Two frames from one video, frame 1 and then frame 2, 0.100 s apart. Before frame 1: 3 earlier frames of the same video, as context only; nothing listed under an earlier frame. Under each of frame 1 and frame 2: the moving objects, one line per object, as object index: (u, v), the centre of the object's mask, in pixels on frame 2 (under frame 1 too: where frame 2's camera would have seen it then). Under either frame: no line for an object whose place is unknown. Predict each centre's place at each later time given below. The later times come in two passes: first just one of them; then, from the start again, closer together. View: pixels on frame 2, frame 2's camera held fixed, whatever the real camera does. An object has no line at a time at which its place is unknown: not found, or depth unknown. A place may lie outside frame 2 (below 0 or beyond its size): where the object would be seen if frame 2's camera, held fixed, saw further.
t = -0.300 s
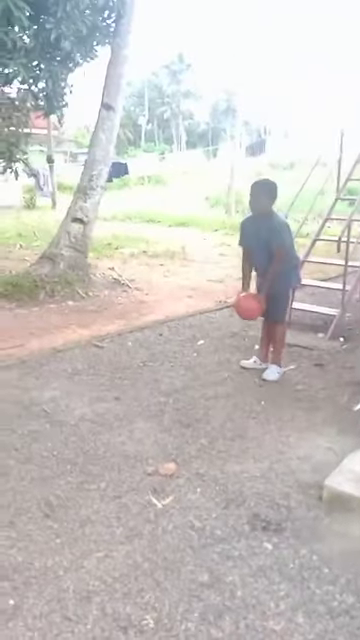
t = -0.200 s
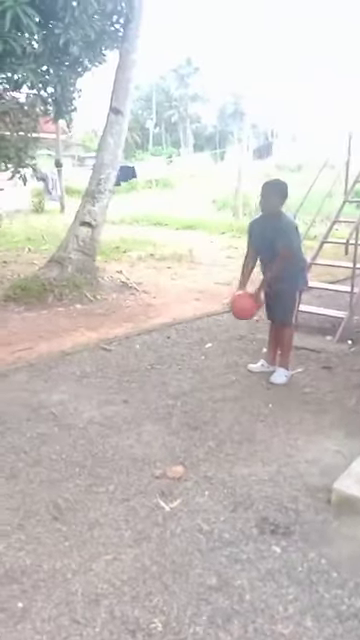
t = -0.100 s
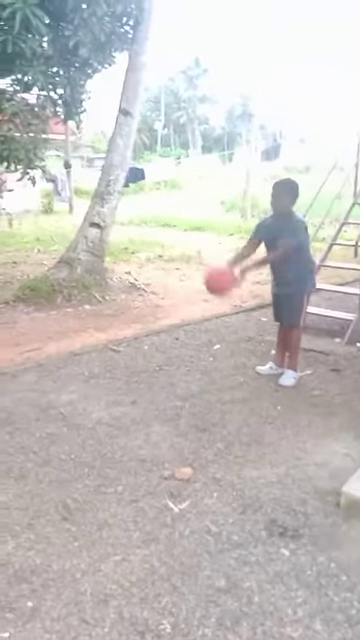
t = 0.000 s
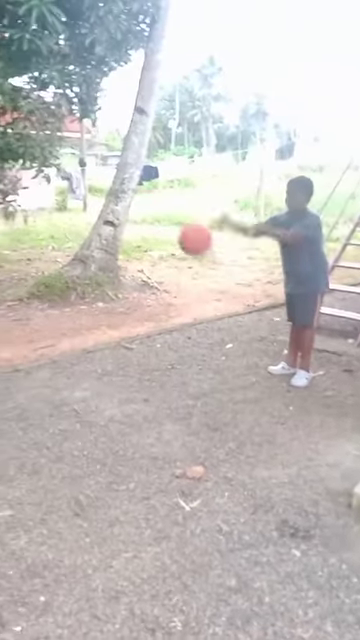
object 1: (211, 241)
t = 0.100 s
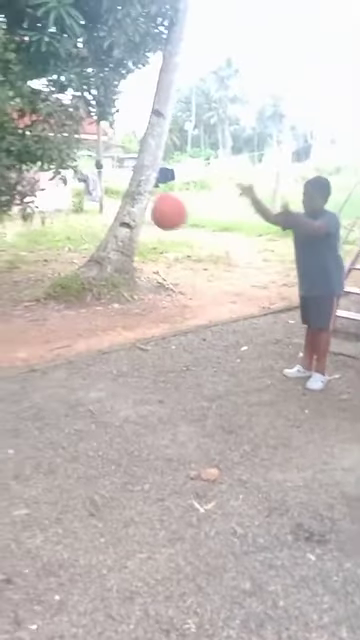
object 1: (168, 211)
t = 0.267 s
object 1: (87, 197)
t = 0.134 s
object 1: (153, 205)
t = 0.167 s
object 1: (136, 199)
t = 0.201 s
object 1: (120, 197)
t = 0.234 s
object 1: (103, 196)
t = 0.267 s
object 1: (87, 197)
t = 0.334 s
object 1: (51, 206)
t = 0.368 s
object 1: (30, 215)
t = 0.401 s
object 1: (12, 225)
